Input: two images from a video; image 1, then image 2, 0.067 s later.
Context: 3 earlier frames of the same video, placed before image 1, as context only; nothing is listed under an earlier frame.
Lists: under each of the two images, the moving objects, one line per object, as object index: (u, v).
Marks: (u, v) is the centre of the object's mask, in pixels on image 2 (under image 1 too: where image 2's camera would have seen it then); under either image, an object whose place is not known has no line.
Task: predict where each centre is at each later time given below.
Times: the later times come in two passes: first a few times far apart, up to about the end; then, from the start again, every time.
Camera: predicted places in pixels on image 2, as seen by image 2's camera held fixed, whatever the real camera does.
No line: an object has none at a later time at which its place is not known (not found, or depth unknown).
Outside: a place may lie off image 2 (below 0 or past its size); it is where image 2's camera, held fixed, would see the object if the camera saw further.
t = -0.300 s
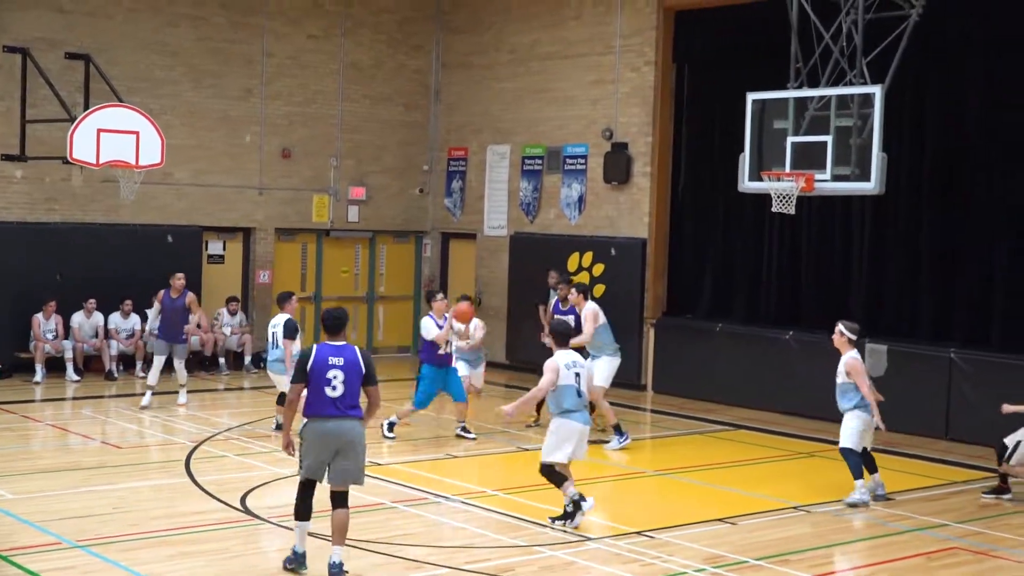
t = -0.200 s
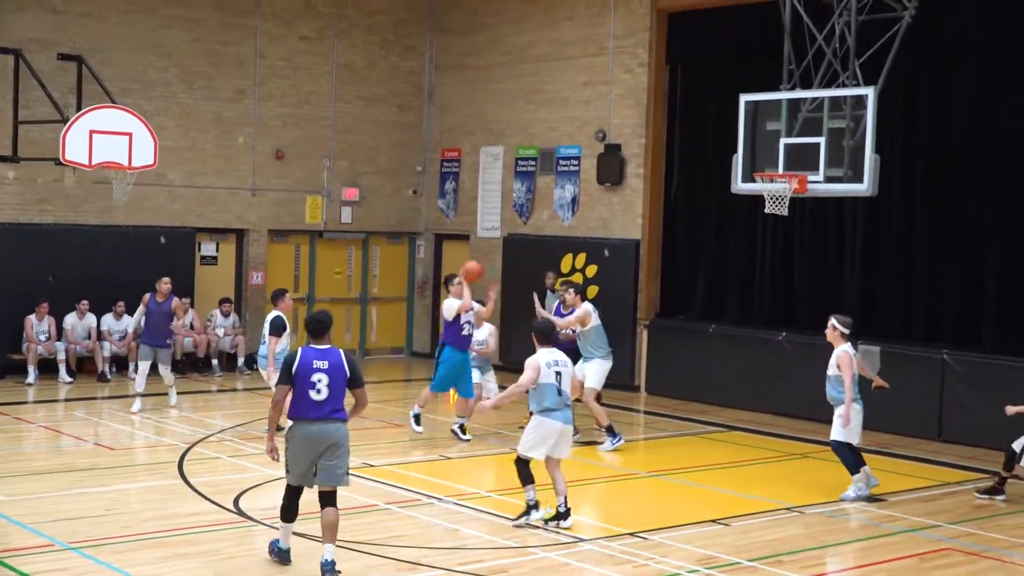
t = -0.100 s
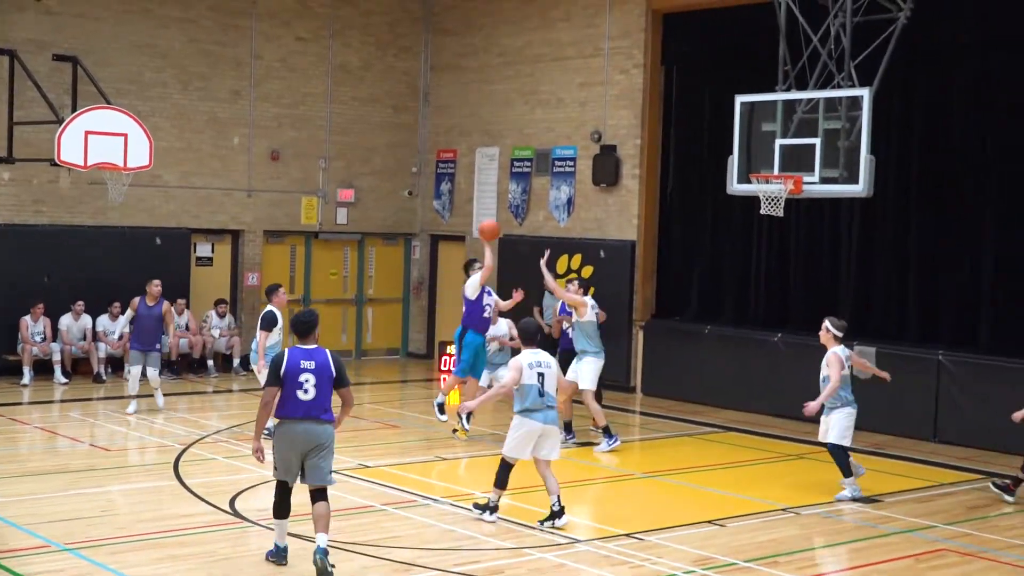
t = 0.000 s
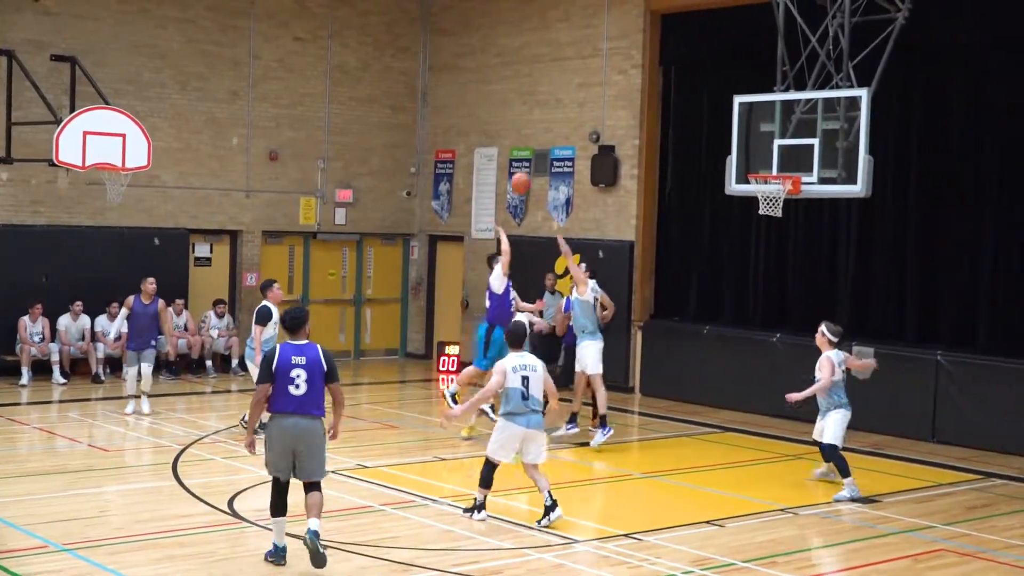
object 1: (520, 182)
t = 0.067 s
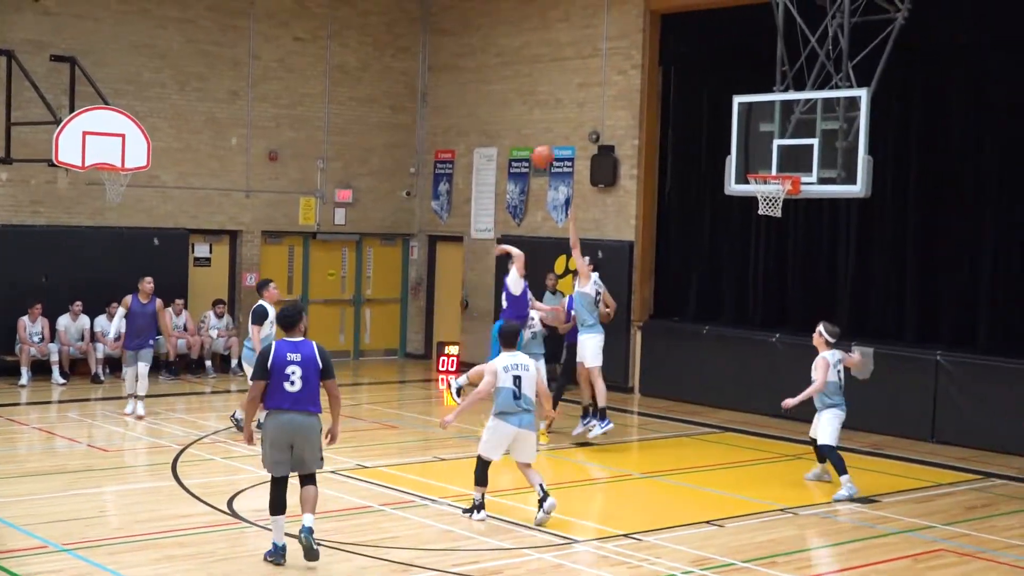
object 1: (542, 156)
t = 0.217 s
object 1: (593, 111)
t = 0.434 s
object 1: (666, 81)
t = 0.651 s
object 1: (738, 93)
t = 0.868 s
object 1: (808, 150)
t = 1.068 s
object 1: (808, 213)
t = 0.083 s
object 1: (548, 149)
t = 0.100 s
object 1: (554, 144)
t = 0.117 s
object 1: (560, 138)
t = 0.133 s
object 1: (565, 134)
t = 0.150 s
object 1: (570, 129)
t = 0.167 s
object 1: (576, 125)
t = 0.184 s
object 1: (582, 119)
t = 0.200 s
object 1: (588, 116)
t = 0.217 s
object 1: (593, 111)
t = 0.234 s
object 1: (599, 108)
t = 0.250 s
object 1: (605, 104)
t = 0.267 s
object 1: (610, 101)
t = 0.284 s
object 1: (616, 98)
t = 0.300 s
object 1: (622, 95)
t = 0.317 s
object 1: (627, 92)
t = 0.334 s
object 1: (631, 91)
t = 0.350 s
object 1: (638, 88)
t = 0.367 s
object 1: (644, 85)
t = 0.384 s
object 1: (650, 84)
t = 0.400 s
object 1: (656, 83)
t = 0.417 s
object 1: (661, 82)
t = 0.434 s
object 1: (666, 81)
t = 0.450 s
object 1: (672, 80)
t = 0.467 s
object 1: (677, 80)
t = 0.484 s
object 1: (683, 80)
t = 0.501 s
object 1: (688, 80)
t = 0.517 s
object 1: (694, 80)
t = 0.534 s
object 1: (699, 80)
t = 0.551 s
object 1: (705, 81)
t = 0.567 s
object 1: (710, 84)
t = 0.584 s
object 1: (716, 85)
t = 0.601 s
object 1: (722, 86)
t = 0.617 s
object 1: (727, 88)
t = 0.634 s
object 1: (732, 90)
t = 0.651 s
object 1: (738, 93)
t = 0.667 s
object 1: (743, 95)
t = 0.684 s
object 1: (749, 98)
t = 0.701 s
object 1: (754, 101)
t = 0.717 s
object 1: (760, 106)
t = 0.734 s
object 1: (764, 109)
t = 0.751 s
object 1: (770, 113)
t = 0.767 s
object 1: (776, 118)
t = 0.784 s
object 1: (781, 122)
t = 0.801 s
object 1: (787, 127)
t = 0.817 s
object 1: (792, 132)
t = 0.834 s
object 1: (797, 137)
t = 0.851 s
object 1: (802, 143)
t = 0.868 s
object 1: (808, 150)
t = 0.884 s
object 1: (811, 155)
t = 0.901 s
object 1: (811, 158)
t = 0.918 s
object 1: (811, 162)
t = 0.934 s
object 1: (811, 167)
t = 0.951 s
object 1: (810, 171)
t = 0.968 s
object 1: (810, 175)
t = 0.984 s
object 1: (809, 180)
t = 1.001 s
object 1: (809, 187)
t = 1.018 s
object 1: (810, 194)
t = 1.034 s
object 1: (809, 200)
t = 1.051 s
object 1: (808, 207)
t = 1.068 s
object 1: (808, 213)
